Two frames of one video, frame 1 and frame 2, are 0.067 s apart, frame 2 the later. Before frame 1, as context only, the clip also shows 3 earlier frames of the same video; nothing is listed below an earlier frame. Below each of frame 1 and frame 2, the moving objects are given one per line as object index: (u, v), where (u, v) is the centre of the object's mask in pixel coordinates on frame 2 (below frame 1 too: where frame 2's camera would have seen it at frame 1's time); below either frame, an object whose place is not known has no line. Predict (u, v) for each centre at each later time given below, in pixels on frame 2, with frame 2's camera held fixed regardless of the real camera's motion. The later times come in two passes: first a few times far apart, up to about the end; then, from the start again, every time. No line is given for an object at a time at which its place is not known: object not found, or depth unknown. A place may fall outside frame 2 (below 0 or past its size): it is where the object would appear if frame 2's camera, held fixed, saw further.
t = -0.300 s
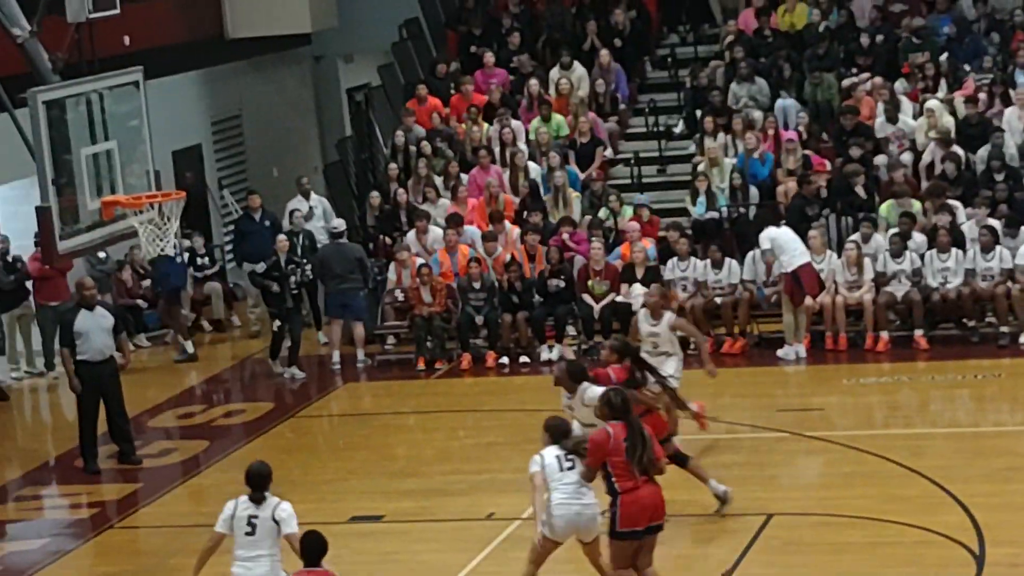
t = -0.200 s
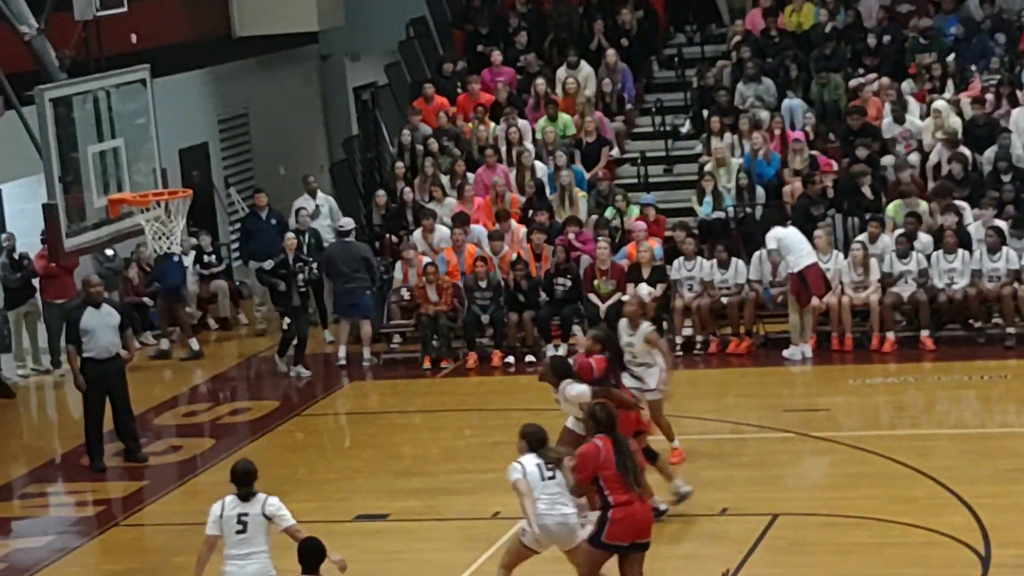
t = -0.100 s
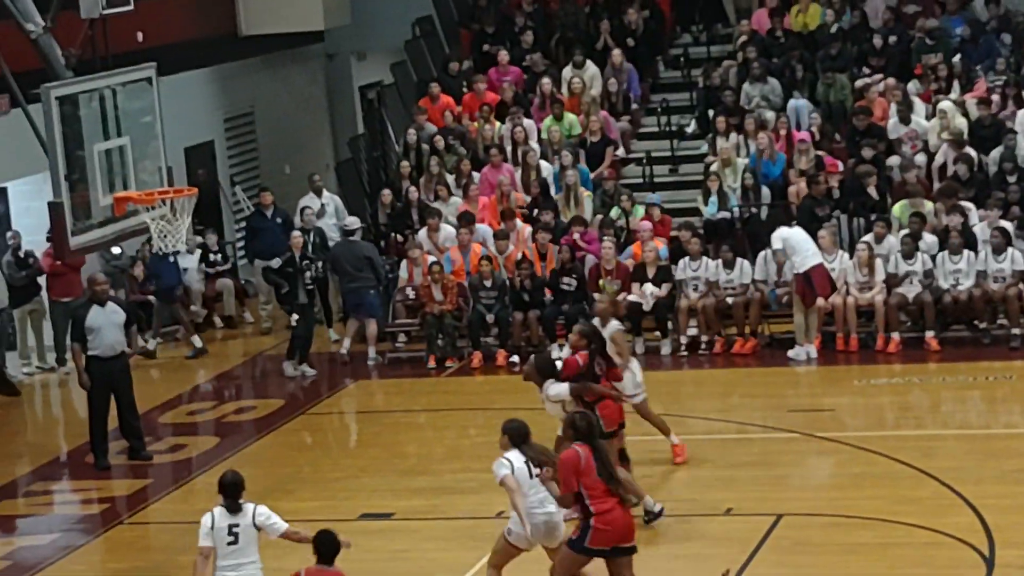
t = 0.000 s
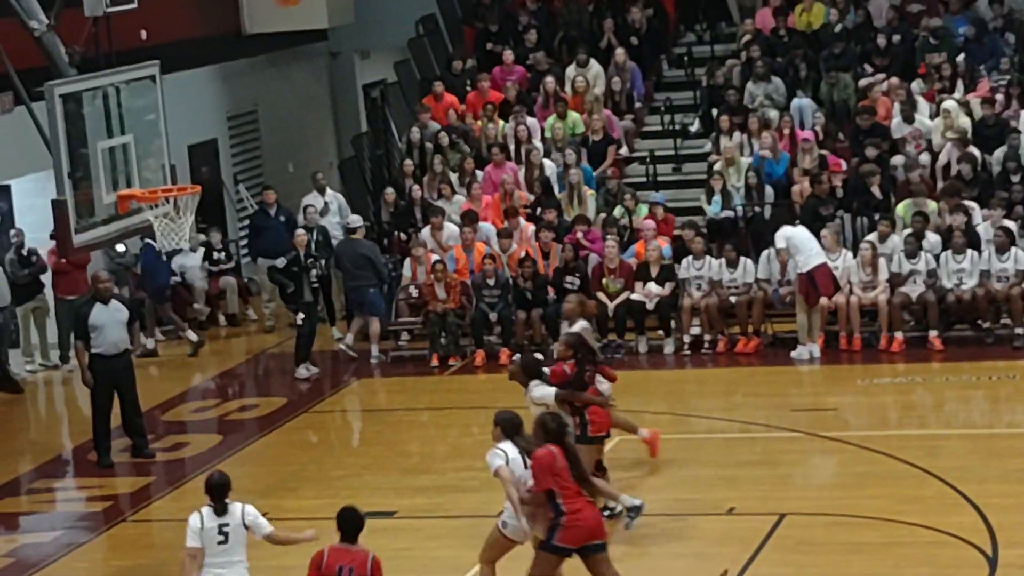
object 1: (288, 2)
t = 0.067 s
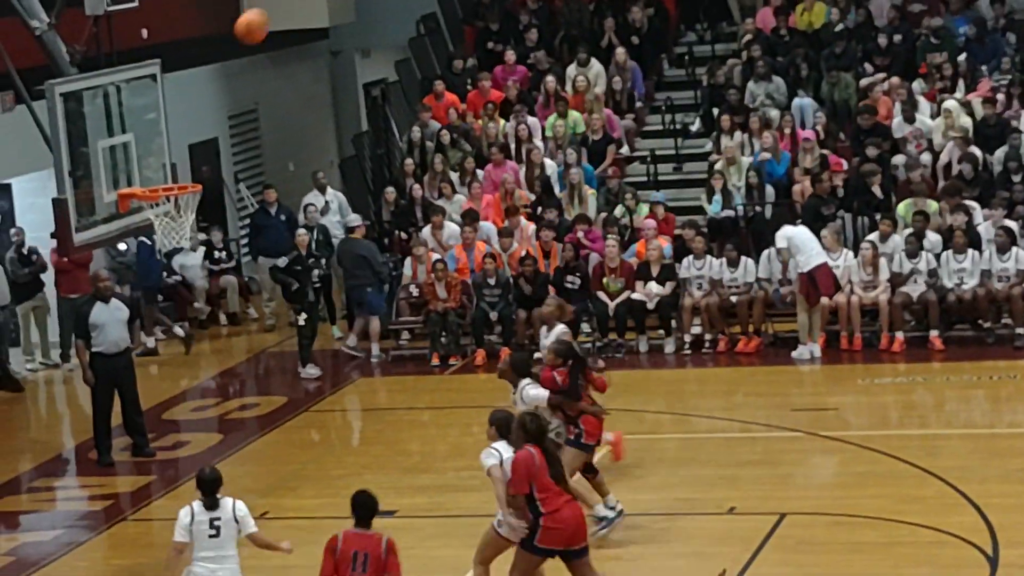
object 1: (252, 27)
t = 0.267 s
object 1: (152, 164)
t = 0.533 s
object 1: (188, 86)
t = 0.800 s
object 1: (253, 79)
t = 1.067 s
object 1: (322, 157)
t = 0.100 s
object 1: (235, 46)
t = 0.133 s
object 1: (219, 67)
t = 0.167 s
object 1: (201, 89)
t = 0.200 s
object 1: (184, 113)
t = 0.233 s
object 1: (168, 138)
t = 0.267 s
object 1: (152, 164)
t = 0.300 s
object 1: (141, 165)
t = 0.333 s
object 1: (145, 150)
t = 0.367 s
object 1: (153, 136)
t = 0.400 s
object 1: (159, 124)
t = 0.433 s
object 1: (166, 112)
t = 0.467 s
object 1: (174, 102)
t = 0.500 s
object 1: (181, 94)
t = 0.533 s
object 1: (188, 86)
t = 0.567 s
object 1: (196, 81)
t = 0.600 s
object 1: (204, 76)
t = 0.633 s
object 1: (212, 74)
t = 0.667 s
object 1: (220, 72)
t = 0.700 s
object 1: (228, 72)
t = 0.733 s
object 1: (236, 73)
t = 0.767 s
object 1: (244, 75)
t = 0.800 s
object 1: (253, 79)
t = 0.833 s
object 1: (261, 85)
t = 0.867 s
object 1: (269, 91)
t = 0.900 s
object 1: (278, 99)
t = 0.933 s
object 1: (287, 108)
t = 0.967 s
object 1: (295, 118)
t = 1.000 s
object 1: (304, 130)
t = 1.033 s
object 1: (313, 143)
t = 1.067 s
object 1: (322, 157)
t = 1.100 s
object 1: (332, 172)
